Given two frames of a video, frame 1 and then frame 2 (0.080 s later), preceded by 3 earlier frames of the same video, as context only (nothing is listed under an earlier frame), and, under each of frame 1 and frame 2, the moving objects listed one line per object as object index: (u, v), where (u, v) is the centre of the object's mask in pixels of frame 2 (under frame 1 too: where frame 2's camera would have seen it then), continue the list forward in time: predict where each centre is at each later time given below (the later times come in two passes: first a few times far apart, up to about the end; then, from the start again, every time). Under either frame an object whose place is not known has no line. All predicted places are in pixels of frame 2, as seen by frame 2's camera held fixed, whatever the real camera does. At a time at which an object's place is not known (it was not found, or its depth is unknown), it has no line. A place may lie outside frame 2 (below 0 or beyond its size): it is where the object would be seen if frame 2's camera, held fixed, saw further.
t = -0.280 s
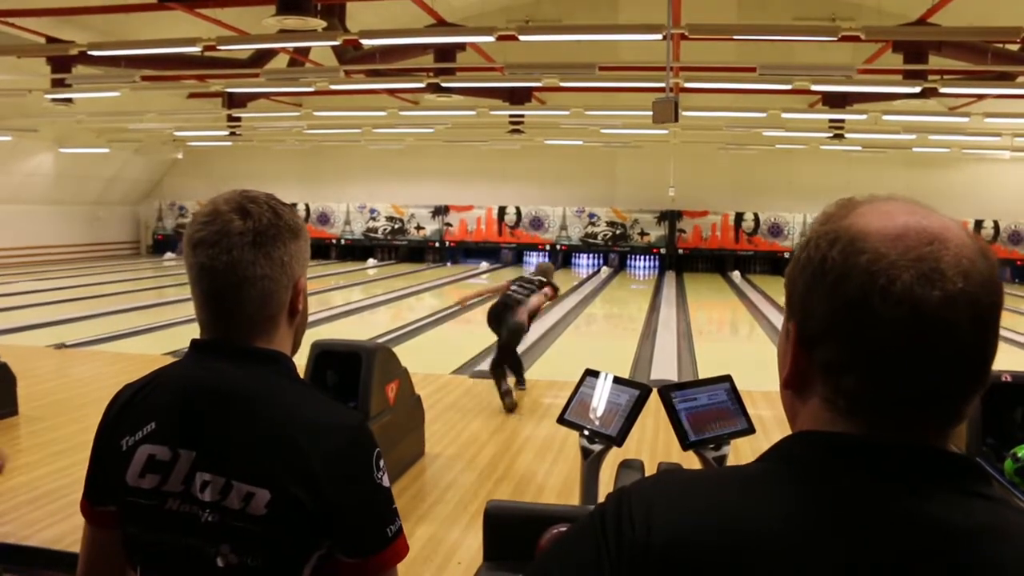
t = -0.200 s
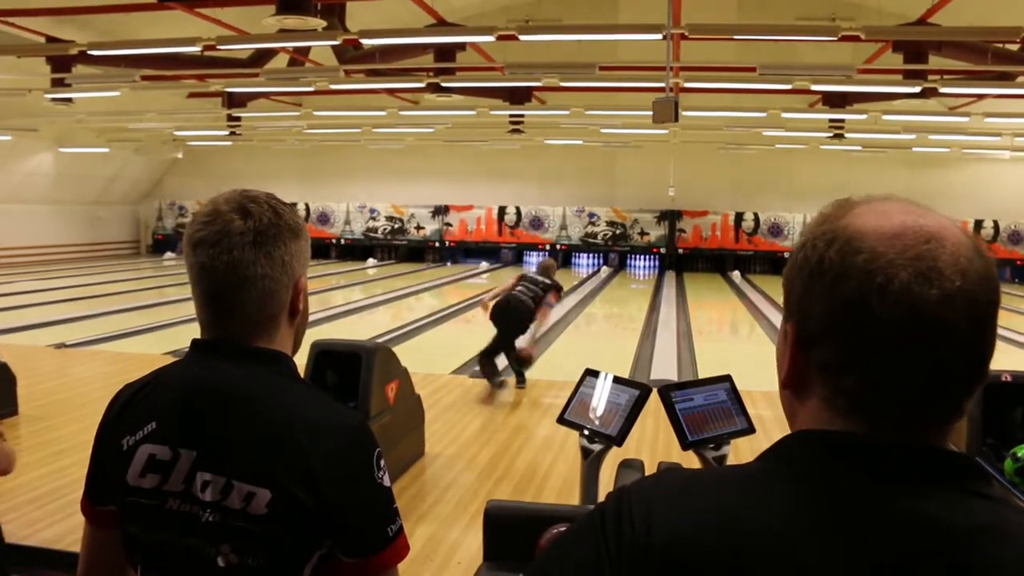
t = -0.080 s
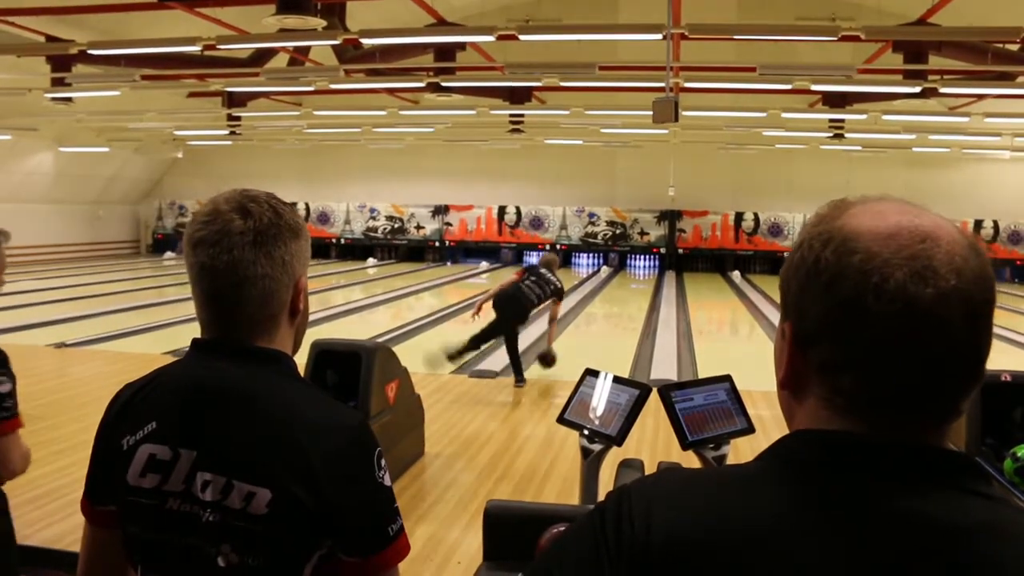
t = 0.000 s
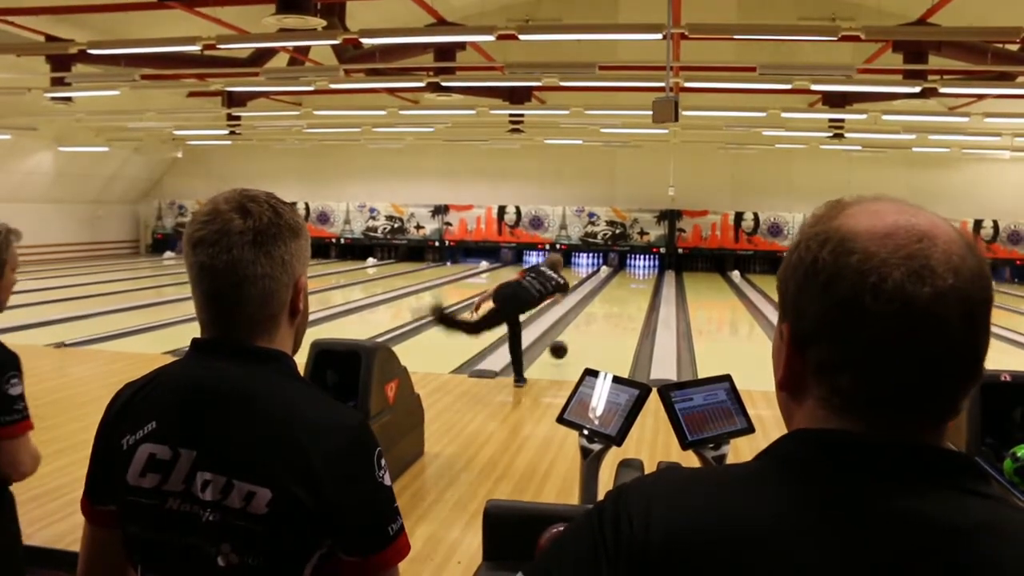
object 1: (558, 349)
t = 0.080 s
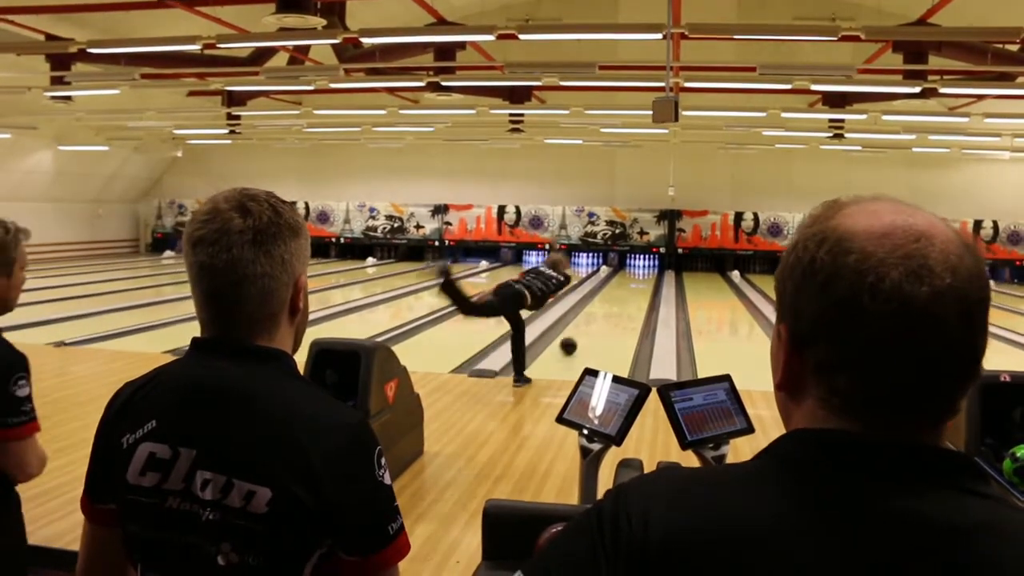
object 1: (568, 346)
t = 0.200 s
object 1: (581, 334)
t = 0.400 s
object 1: (600, 319)
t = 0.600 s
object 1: (613, 308)
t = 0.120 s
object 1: (573, 341)
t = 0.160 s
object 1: (577, 338)
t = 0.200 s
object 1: (581, 334)
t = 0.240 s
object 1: (586, 331)
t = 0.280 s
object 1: (590, 328)
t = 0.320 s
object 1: (593, 325)
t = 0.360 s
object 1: (596, 322)
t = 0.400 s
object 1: (600, 319)
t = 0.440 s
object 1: (603, 317)
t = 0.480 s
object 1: (606, 314)
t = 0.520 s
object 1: (608, 312)
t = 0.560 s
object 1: (610, 310)
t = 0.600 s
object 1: (613, 308)
